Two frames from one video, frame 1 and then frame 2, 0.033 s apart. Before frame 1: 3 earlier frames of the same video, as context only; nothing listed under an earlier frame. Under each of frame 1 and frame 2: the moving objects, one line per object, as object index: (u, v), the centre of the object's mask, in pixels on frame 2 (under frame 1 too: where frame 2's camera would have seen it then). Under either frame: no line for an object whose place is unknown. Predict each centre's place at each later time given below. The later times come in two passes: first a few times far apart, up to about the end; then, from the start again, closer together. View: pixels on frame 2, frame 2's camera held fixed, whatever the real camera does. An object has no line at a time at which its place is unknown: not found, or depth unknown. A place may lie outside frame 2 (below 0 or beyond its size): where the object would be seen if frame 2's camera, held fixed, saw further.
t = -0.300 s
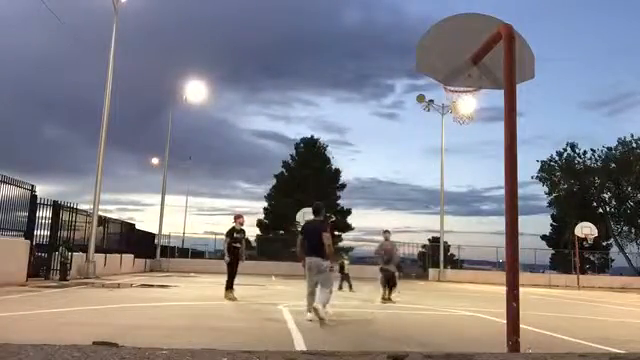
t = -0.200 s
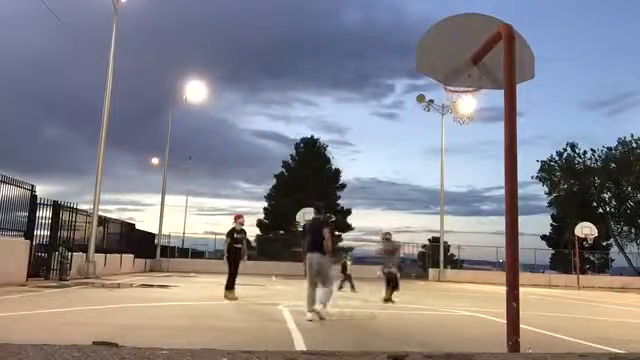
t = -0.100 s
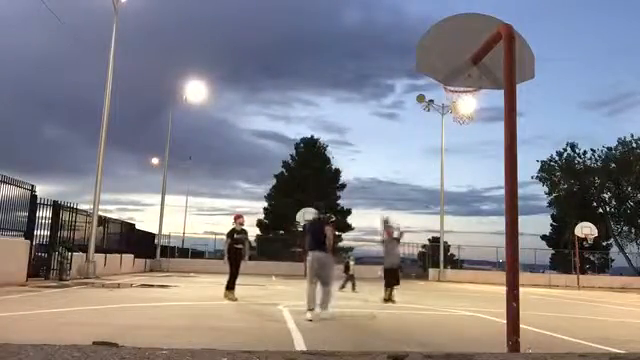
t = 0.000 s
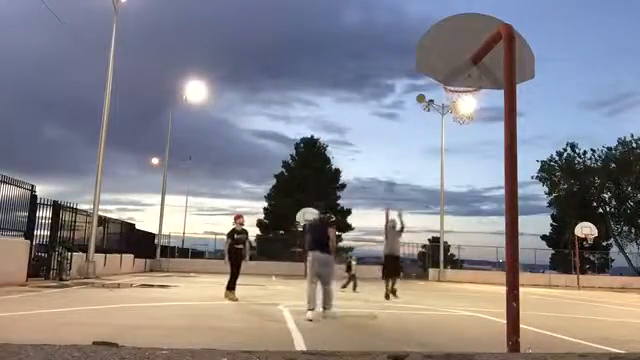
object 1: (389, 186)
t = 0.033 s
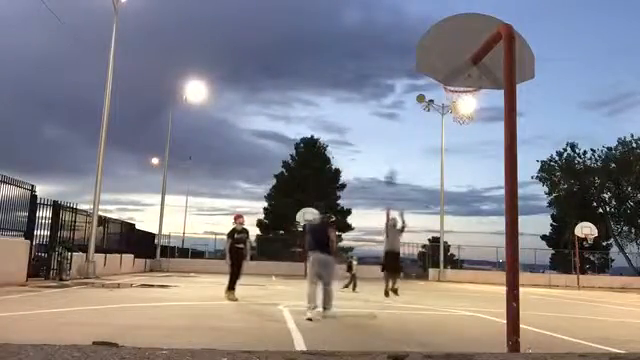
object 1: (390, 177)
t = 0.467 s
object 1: (409, 61)
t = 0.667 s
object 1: (417, 32)
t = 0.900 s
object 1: (429, 20)
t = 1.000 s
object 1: (434, 21)
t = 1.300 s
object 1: (456, 89)
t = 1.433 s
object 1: (468, 110)
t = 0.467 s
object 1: (409, 61)
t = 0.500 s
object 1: (409, 58)
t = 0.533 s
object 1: (410, 54)
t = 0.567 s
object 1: (411, 49)
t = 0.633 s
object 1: (415, 37)
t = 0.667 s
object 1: (417, 32)
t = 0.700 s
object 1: (419, 31)
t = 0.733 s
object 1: (421, 25)
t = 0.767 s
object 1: (422, 23)
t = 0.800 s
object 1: (424, 22)
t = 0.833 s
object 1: (426, 21)
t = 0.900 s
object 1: (429, 20)
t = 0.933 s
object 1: (431, 20)
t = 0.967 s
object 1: (433, 20)
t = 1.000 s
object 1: (434, 21)
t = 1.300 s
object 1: (456, 89)
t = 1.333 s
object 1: (460, 97)
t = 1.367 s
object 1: (464, 103)
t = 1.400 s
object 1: (466, 106)
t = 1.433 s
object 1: (468, 110)
